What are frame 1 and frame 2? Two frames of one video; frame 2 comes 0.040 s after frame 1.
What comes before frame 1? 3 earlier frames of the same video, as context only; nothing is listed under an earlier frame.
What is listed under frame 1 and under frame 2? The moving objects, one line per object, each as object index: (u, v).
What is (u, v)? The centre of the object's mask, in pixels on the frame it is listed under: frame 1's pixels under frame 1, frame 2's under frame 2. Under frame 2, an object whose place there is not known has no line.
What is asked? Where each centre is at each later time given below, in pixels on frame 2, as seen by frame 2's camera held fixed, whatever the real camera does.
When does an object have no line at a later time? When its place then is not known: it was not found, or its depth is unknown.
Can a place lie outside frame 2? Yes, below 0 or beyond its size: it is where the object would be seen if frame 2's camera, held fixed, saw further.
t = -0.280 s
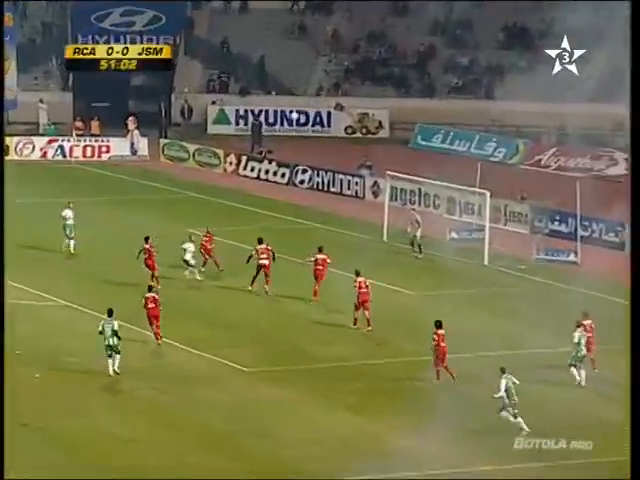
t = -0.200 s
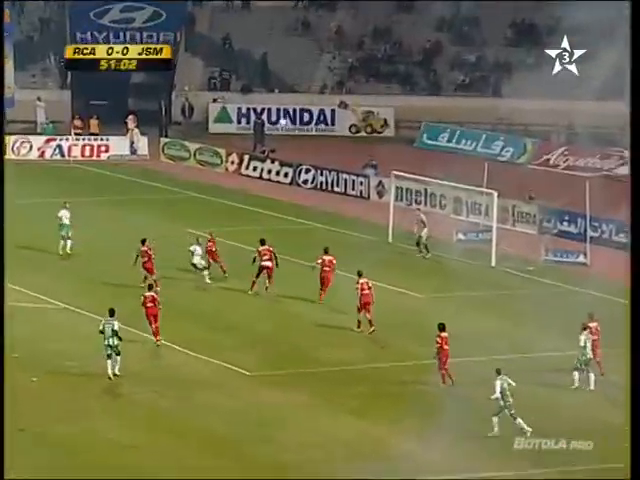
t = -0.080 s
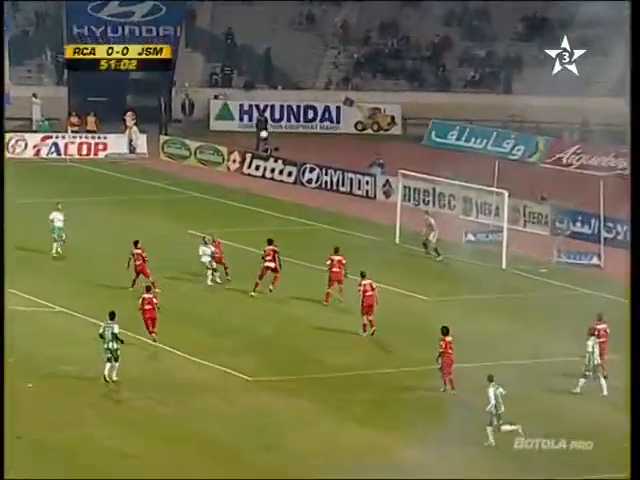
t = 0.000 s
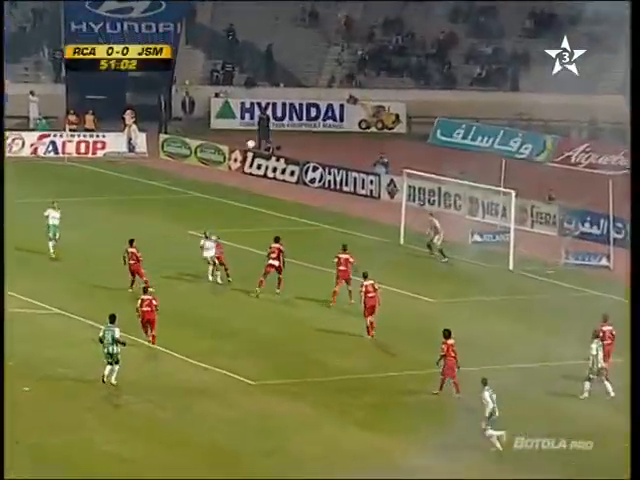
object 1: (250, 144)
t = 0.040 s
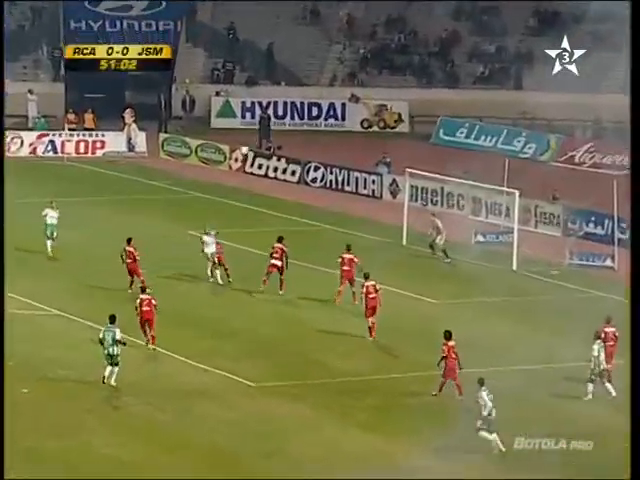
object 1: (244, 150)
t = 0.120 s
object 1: (229, 163)
